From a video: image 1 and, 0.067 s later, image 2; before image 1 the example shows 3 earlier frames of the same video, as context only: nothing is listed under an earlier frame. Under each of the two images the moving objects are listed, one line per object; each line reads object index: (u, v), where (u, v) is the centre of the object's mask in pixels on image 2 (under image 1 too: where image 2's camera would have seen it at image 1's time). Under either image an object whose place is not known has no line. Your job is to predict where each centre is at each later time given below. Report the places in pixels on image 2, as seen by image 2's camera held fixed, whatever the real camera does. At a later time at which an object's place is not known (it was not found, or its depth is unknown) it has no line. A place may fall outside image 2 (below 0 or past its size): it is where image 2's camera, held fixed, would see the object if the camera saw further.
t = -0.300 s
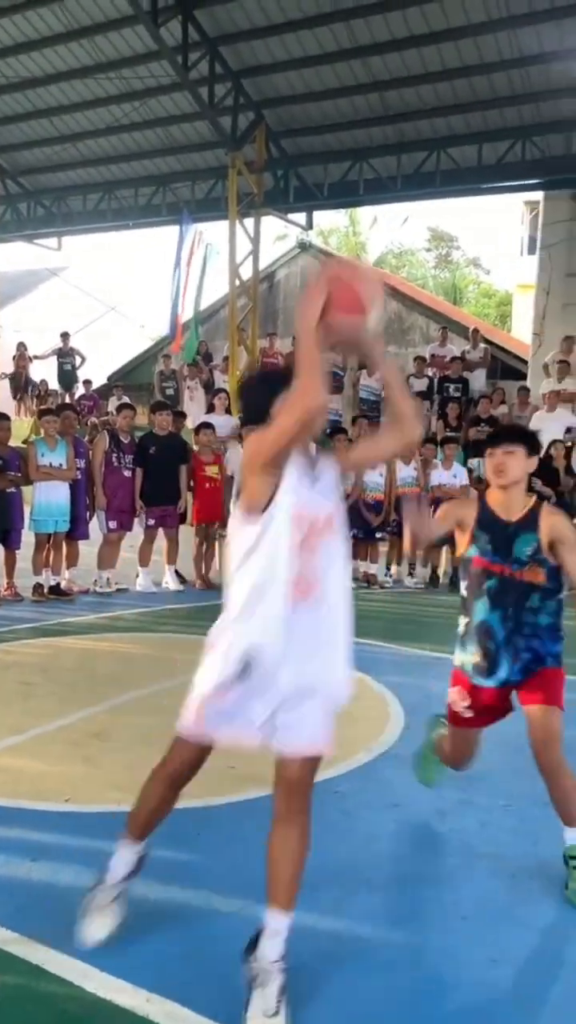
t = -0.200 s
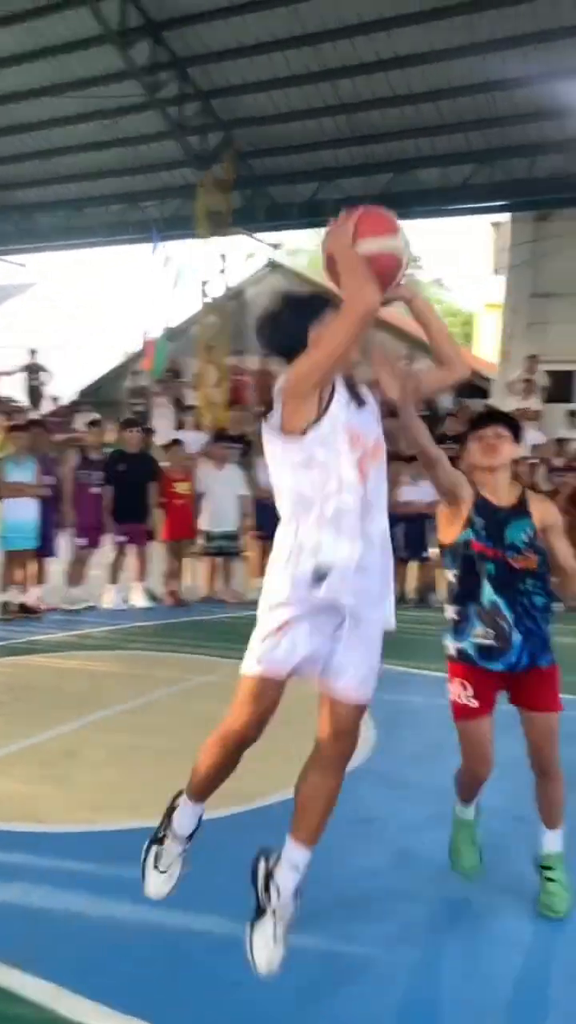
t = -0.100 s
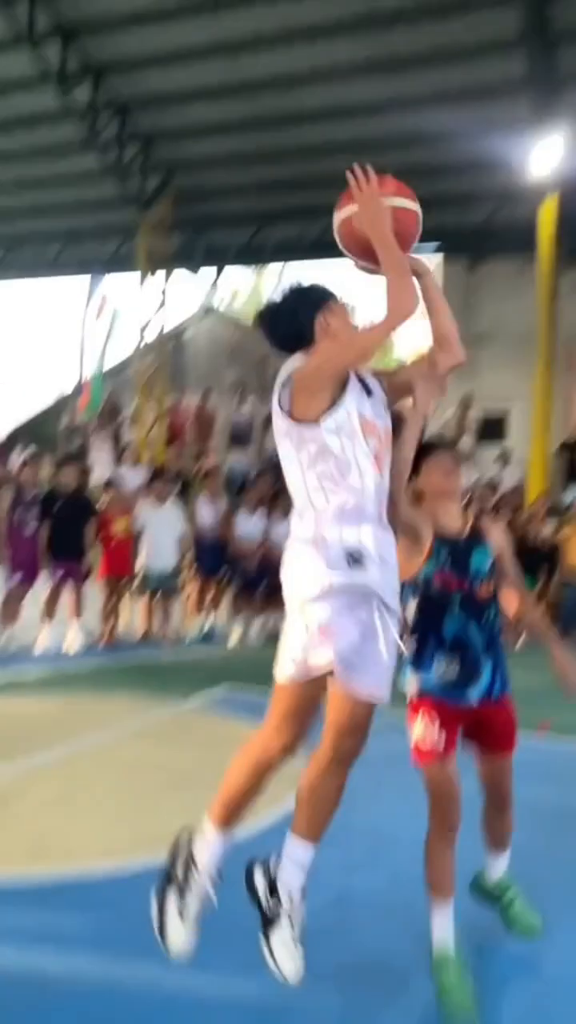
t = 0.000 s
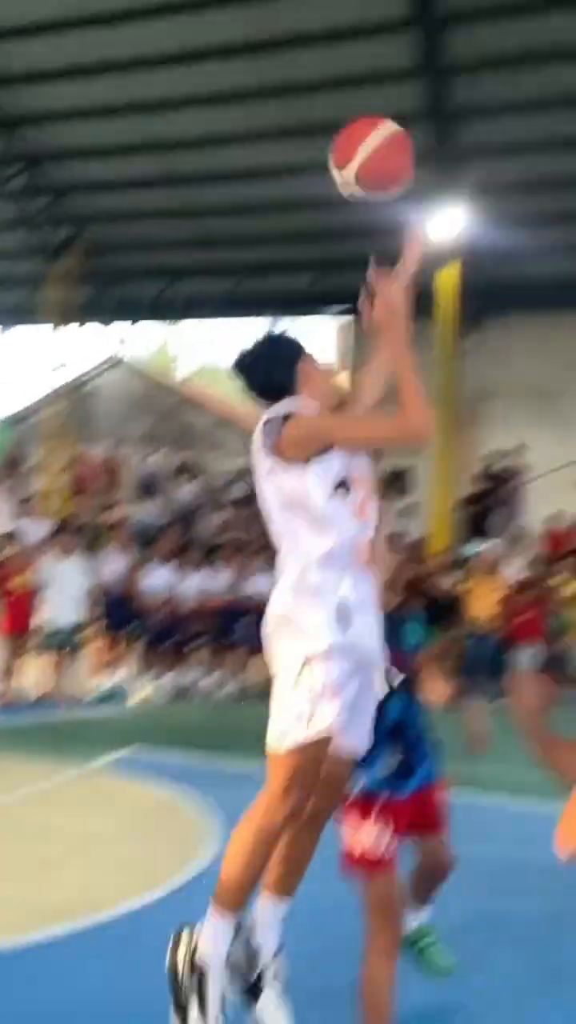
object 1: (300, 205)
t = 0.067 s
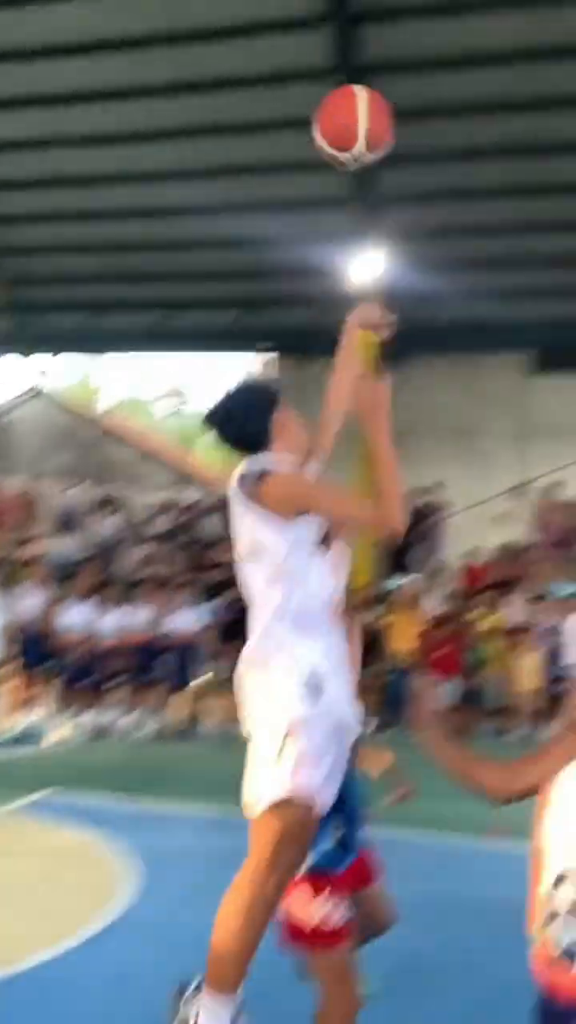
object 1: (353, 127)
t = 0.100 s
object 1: (380, 95)
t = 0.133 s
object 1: (405, 70)
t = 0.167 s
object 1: (427, 47)
